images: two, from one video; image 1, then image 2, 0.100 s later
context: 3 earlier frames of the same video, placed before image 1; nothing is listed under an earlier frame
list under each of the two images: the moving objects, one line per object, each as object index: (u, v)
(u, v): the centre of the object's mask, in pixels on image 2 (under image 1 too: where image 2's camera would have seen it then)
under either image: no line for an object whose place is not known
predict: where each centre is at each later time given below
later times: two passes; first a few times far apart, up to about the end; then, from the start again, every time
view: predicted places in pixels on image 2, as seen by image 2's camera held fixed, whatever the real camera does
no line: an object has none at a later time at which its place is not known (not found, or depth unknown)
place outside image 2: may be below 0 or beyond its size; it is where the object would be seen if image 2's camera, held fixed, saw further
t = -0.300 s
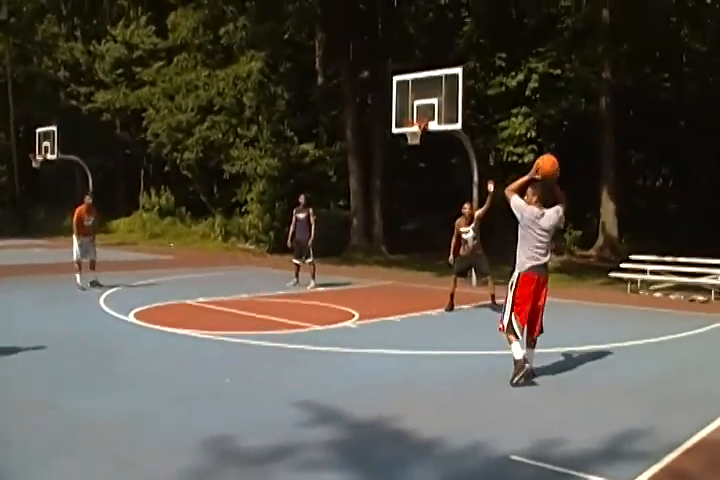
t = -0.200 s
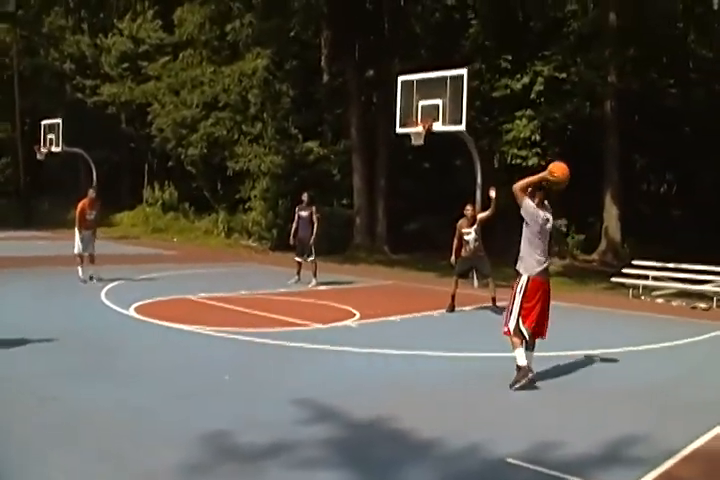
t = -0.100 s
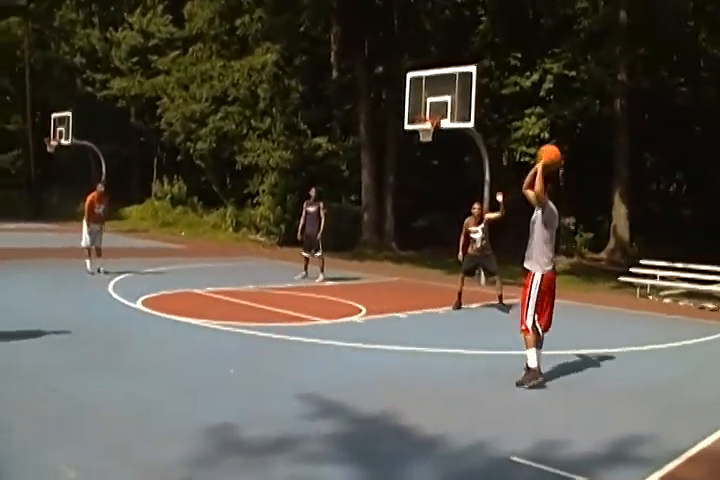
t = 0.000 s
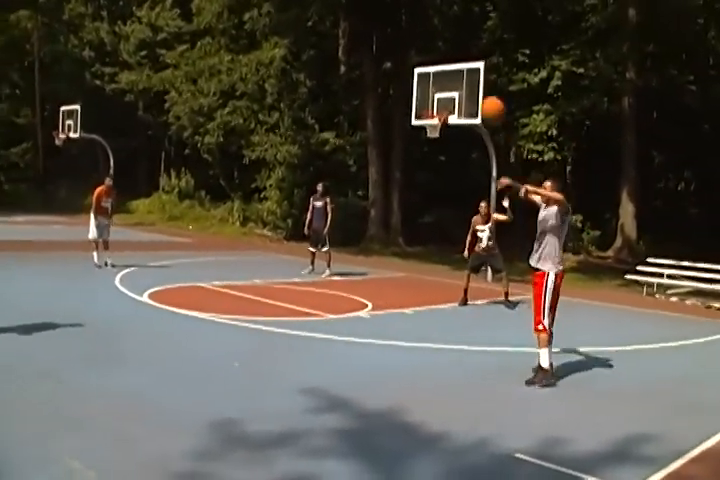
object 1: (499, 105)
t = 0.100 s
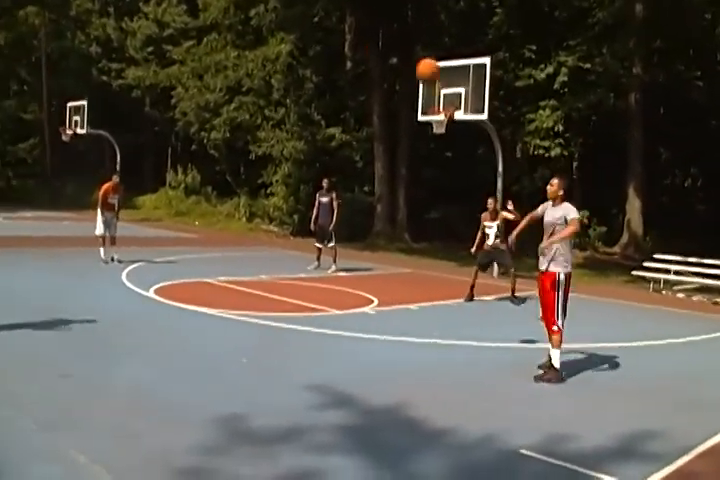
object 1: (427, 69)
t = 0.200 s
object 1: (357, 48)
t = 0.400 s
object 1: (215, 38)
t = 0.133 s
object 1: (403, 61)
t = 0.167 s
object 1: (381, 54)
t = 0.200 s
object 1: (357, 48)
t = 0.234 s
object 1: (333, 43)
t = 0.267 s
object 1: (309, 39)
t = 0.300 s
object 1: (285, 36)
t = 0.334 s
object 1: (262, 37)
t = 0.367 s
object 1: (239, 37)
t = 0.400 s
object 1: (215, 38)
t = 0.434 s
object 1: (192, 41)
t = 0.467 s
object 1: (168, 45)
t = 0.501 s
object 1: (146, 51)
